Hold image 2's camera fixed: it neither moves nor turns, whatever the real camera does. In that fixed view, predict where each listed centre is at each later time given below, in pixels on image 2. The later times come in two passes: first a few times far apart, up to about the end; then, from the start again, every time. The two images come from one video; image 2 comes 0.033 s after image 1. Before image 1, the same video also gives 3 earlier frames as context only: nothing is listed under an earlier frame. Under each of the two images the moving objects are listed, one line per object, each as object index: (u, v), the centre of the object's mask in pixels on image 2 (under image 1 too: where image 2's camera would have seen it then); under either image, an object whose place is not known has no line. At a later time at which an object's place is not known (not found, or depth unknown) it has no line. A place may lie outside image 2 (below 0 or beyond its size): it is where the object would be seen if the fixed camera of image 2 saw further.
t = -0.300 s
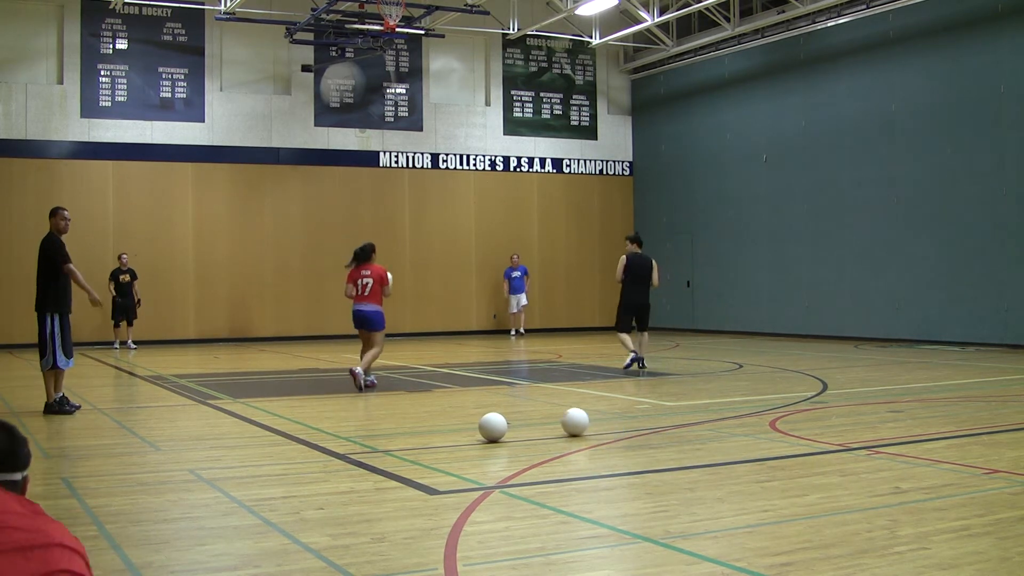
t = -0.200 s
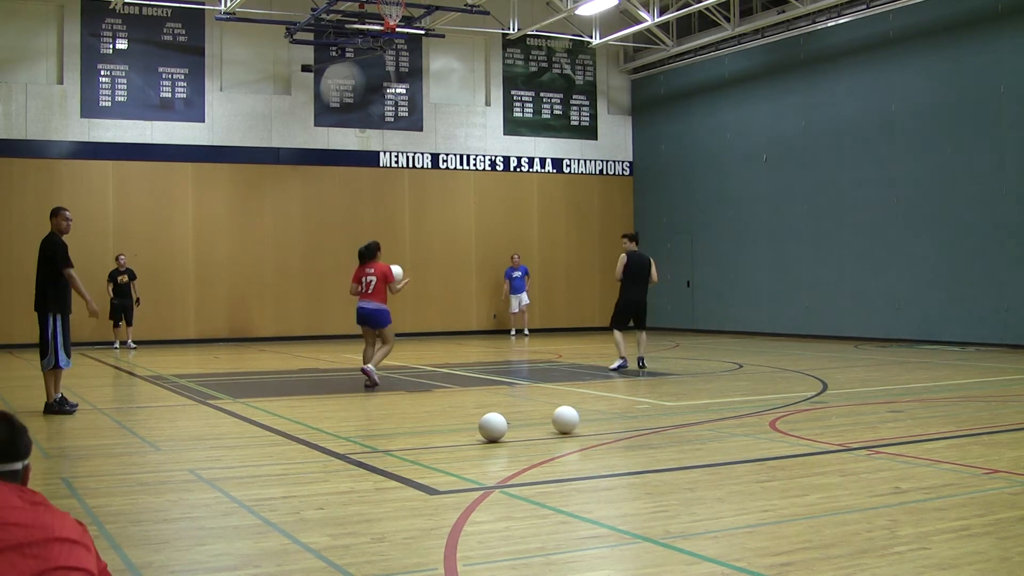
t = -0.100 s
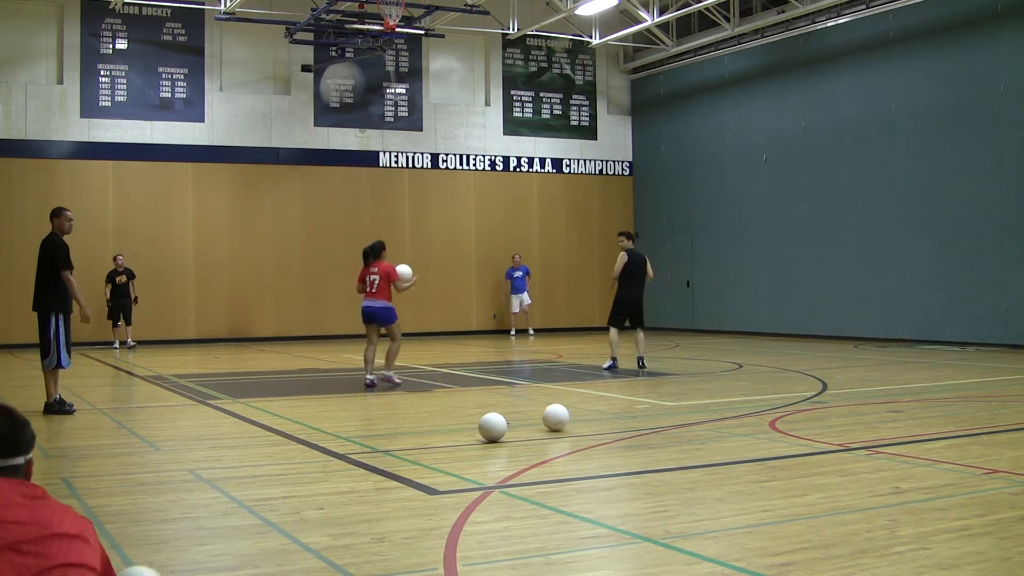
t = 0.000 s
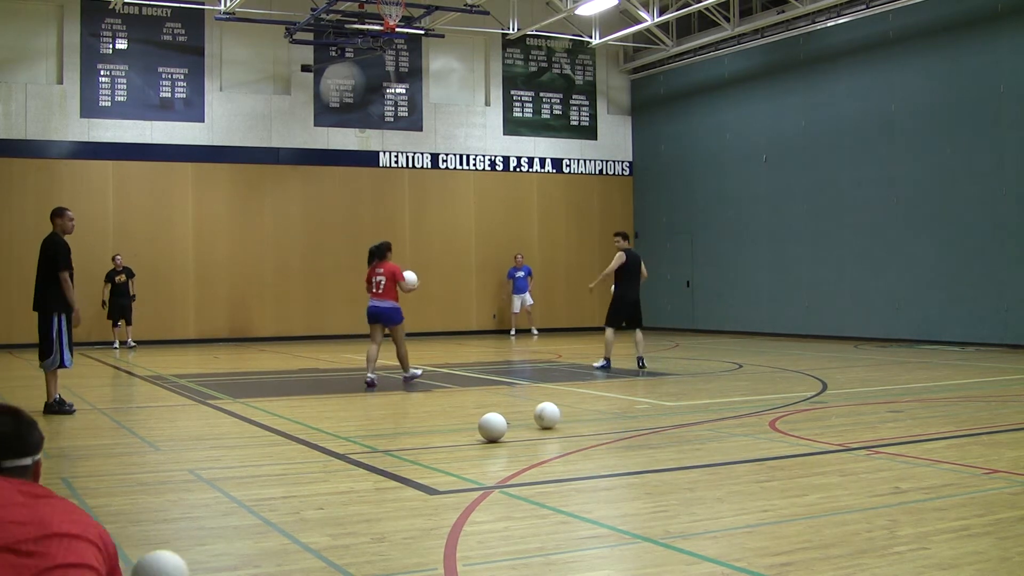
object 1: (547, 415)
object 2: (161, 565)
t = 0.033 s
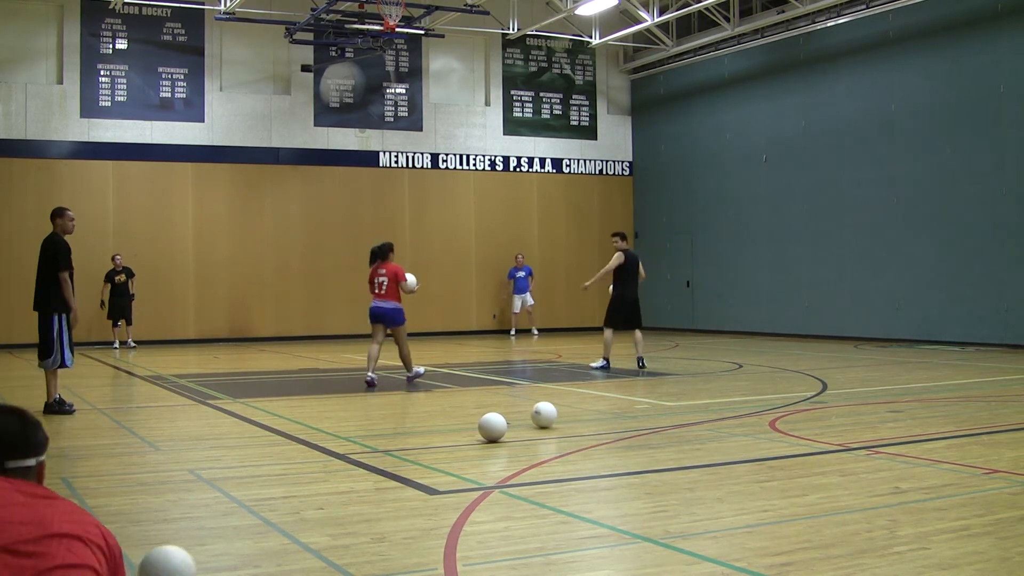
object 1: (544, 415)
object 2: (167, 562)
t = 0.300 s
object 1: (522, 410)
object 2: (215, 537)
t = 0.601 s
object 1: (500, 404)
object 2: (255, 507)
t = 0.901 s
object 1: (480, 401)
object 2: (285, 482)
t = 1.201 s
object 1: (462, 396)
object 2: (308, 464)
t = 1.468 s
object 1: (448, 392)
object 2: (325, 451)
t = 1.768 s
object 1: (433, 389)
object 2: (340, 439)
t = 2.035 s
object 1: (420, 386)
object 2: (351, 429)
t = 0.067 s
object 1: (541, 414)
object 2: (174, 560)
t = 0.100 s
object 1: (539, 414)
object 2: (181, 558)
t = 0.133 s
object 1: (536, 413)
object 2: (187, 555)
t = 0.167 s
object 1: (533, 412)
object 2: (193, 553)
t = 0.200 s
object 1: (530, 412)
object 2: (199, 550)
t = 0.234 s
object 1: (527, 411)
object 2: (205, 546)
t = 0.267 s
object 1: (525, 411)
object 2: (210, 541)
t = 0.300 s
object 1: (522, 410)
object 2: (215, 537)
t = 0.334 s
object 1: (520, 409)
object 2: (220, 533)
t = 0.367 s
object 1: (517, 408)
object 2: (225, 530)
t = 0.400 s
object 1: (514, 408)
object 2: (229, 526)
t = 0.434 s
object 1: (512, 407)
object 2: (234, 523)
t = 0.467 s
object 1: (510, 407)
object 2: (238, 519)
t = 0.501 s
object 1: (507, 406)
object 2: (243, 516)
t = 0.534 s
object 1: (505, 405)
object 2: (246, 513)
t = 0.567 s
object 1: (503, 404)
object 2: (251, 510)
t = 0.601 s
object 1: (500, 404)
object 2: (255, 507)
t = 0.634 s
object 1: (498, 403)
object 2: (259, 504)
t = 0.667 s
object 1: (495, 403)
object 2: (262, 501)
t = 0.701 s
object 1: (493, 403)
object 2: (266, 498)
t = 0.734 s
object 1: (490, 402)
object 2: (269, 495)
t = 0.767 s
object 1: (489, 402)
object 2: (273, 492)
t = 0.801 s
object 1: (486, 401)
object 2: (276, 490)
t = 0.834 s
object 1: (484, 401)
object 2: (279, 488)
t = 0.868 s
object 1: (482, 401)
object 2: (282, 485)
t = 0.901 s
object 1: (480, 401)
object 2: (285, 482)
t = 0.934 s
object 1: (478, 400)
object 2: (288, 480)
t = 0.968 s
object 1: (476, 399)
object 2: (290, 478)
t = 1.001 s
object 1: (474, 399)
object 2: (293, 476)
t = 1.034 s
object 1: (472, 398)
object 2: (296, 474)
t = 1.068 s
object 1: (469, 398)
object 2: (298, 471)
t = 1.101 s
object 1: (467, 397)
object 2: (301, 470)
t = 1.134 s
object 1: (466, 397)
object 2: (303, 468)
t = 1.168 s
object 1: (464, 397)
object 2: (306, 466)
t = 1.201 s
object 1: (462, 396)
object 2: (308, 464)
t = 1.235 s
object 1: (460, 396)
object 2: (310, 462)
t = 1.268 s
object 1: (458, 395)
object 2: (312, 460)
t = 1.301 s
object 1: (457, 395)
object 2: (315, 459)
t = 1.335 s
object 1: (455, 394)
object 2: (317, 457)
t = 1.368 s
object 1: (453, 394)
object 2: (319, 456)
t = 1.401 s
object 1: (451, 393)
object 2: (321, 454)
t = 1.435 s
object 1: (449, 393)
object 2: (323, 453)
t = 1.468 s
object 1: (448, 392)
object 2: (325, 451)
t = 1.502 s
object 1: (446, 392)
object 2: (327, 450)
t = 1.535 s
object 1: (444, 392)
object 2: (329, 448)
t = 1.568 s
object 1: (443, 392)
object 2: (330, 447)
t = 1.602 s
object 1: (441, 391)
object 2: (332, 445)
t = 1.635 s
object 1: (439, 391)
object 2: (334, 444)
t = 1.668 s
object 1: (438, 391)
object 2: (335, 442)
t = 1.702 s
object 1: (436, 390)
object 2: (337, 441)
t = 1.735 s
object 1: (434, 390)
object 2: (338, 440)
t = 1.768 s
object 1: (433, 389)
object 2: (340, 439)
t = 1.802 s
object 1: (431, 389)
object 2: (341, 437)
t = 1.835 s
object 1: (430, 389)
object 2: (343, 436)
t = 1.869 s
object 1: (428, 389)
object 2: (344, 435)
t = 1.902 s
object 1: (427, 388)
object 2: (346, 434)
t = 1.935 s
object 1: (425, 388)
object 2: (347, 433)
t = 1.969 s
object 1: (423, 387)
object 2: (349, 431)
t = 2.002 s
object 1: (422, 387)
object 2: (350, 430)
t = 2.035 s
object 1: (420, 386)
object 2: (351, 429)
